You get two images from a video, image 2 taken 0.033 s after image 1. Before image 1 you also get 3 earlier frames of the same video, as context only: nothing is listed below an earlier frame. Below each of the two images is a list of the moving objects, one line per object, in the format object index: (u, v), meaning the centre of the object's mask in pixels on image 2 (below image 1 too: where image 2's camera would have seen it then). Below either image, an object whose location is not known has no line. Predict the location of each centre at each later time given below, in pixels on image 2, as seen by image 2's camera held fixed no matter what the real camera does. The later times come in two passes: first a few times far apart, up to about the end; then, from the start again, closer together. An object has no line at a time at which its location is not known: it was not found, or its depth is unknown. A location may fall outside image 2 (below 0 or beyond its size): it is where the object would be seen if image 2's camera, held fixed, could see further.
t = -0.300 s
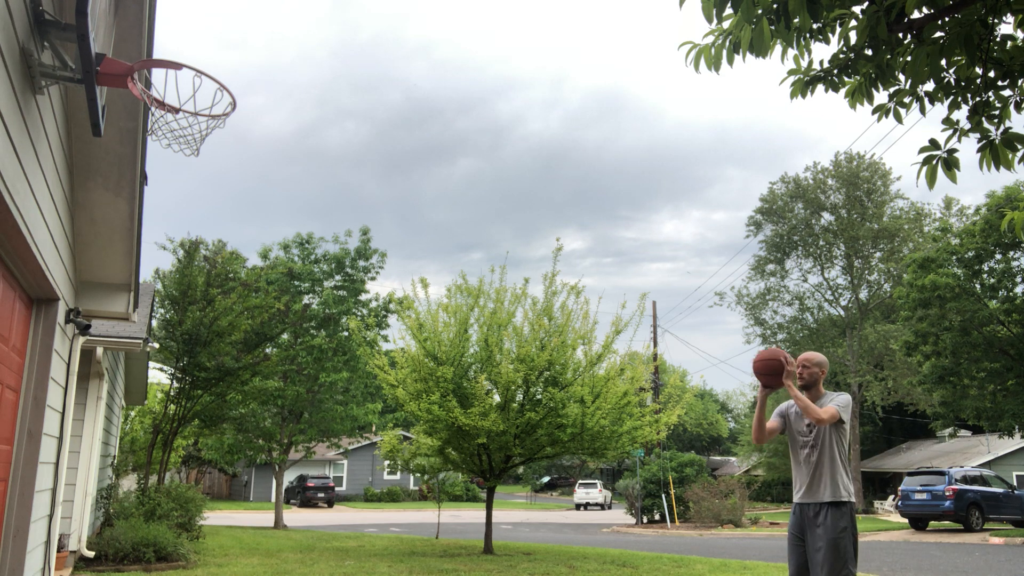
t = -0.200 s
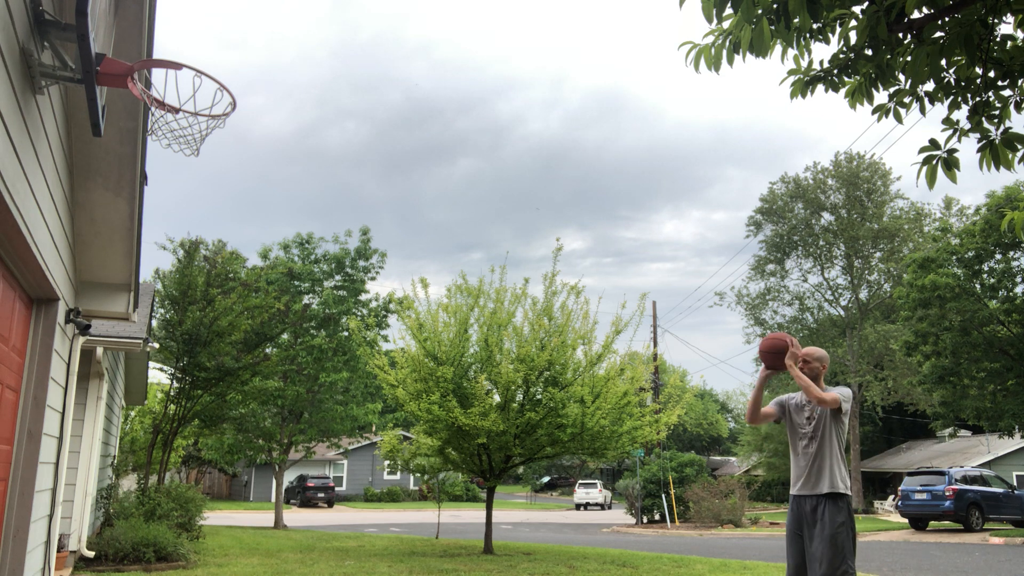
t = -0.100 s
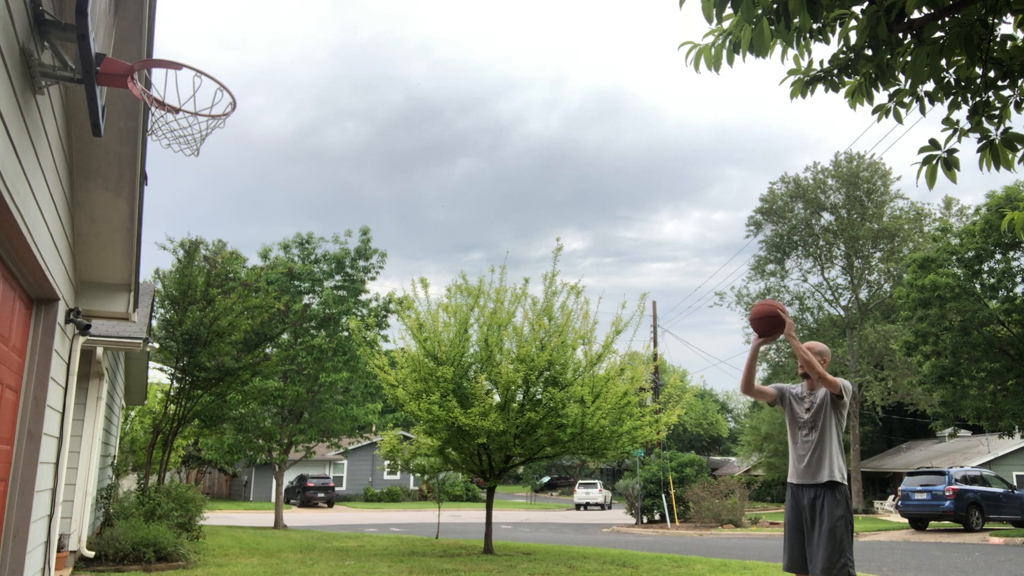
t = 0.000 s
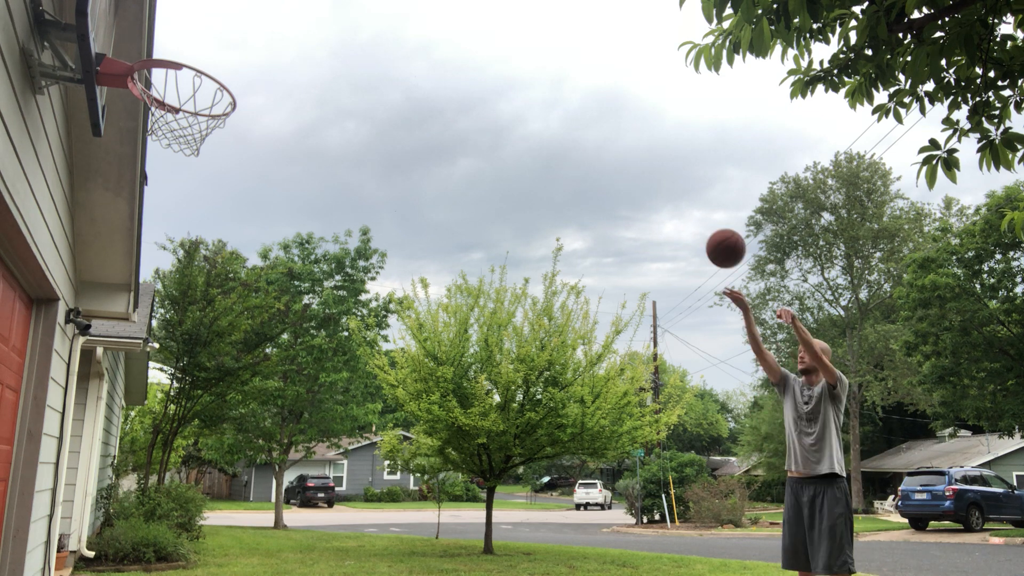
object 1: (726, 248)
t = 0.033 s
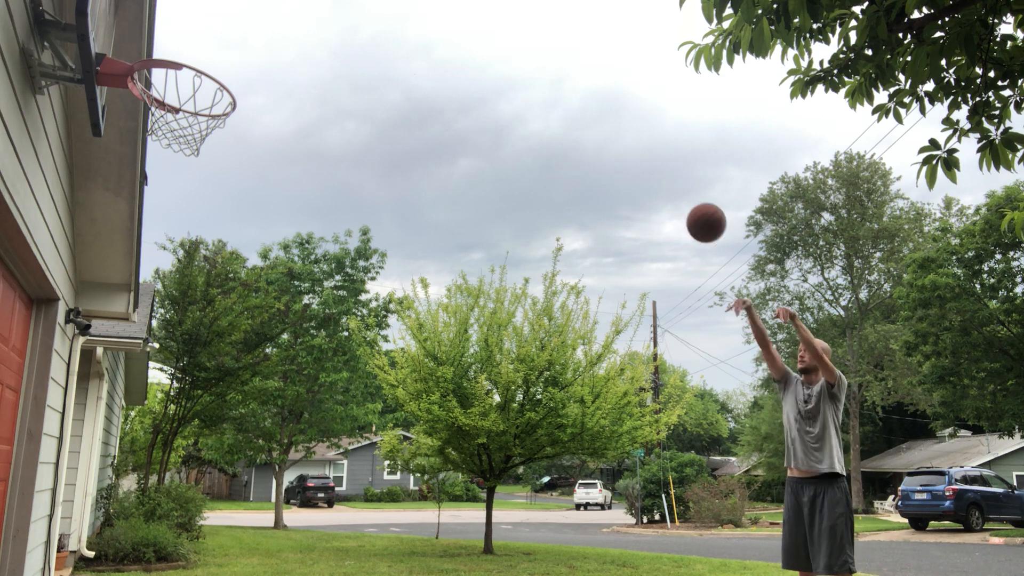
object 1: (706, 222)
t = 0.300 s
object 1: (548, 74)
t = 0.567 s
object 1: (372, 28)
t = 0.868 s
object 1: (134, 109)
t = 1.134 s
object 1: (179, 174)
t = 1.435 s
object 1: (219, 416)
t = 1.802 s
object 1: (298, 556)
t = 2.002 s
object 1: (362, 425)
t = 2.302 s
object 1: (437, 407)
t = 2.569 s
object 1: (495, 549)
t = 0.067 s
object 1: (687, 198)
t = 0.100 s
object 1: (667, 176)
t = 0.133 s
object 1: (648, 155)
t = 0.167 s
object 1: (628, 136)
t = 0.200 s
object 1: (608, 118)
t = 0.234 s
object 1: (589, 102)
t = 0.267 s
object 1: (568, 87)
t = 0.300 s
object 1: (548, 74)
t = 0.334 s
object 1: (527, 63)
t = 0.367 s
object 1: (506, 53)
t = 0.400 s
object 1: (485, 45)
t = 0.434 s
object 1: (463, 38)
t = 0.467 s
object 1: (441, 33)
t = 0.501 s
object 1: (419, 29)
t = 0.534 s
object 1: (395, 28)
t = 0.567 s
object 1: (372, 28)
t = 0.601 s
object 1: (347, 30)
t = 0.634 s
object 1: (322, 33)
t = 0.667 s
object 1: (296, 39)
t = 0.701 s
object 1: (270, 47)
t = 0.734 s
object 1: (242, 57)
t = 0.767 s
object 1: (214, 68)
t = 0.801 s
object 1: (183, 88)
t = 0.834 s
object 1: (153, 101)
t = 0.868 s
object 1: (134, 109)
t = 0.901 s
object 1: (134, 111)
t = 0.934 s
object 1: (142, 113)
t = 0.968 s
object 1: (149, 119)
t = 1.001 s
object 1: (156, 125)
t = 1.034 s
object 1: (162, 135)
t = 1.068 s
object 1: (168, 146)
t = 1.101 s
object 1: (173, 159)
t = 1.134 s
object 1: (179, 174)
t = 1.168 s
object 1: (184, 191)
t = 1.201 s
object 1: (189, 211)
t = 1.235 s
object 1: (194, 233)
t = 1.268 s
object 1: (199, 257)
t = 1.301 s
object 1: (203, 284)
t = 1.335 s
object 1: (207, 313)
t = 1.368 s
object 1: (212, 344)
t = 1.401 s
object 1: (215, 379)
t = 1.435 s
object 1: (219, 416)
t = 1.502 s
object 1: (226, 498)
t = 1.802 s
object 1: (298, 556)
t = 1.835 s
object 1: (309, 531)
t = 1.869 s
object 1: (320, 503)
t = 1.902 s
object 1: (331, 479)
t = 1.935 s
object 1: (343, 458)
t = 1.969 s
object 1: (352, 440)
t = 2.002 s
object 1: (362, 425)
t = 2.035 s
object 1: (372, 413)
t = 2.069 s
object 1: (381, 404)
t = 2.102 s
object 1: (389, 397)
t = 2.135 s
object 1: (398, 393)
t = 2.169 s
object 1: (406, 392)
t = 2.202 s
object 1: (414, 392)
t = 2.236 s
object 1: (422, 395)
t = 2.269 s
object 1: (430, 400)
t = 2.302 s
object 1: (437, 407)
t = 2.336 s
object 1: (445, 417)
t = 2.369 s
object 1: (452, 429)
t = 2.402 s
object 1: (459, 444)
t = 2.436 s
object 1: (467, 460)
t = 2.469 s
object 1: (474, 478)
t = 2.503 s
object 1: (481, 500)
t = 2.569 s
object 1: (495, 549)
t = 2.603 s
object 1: (502, 565)
